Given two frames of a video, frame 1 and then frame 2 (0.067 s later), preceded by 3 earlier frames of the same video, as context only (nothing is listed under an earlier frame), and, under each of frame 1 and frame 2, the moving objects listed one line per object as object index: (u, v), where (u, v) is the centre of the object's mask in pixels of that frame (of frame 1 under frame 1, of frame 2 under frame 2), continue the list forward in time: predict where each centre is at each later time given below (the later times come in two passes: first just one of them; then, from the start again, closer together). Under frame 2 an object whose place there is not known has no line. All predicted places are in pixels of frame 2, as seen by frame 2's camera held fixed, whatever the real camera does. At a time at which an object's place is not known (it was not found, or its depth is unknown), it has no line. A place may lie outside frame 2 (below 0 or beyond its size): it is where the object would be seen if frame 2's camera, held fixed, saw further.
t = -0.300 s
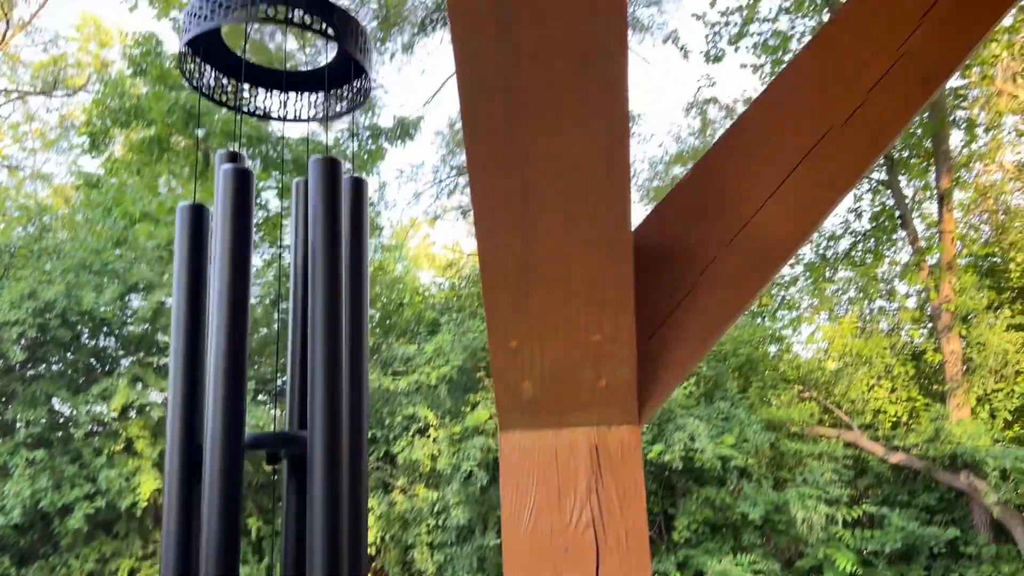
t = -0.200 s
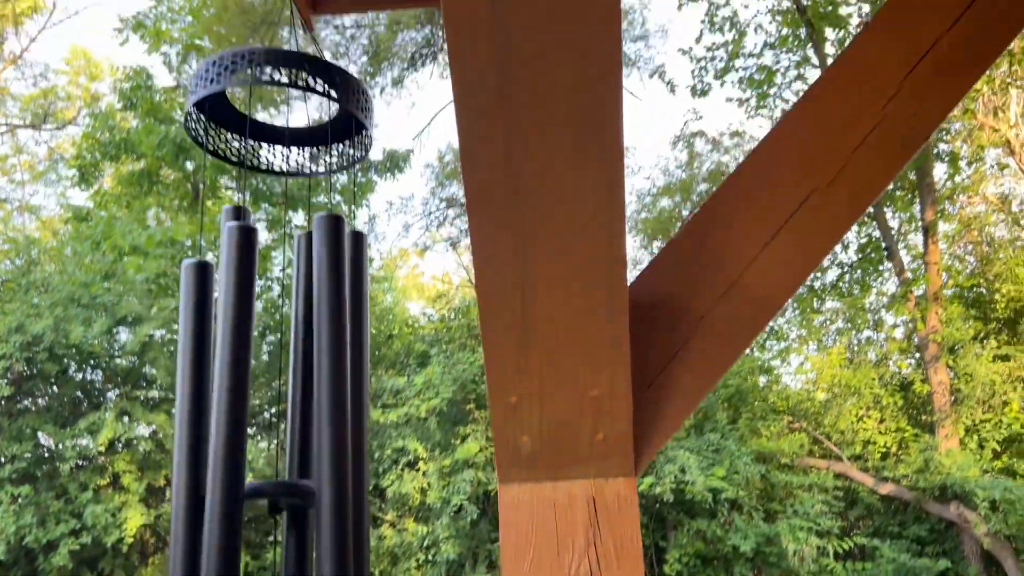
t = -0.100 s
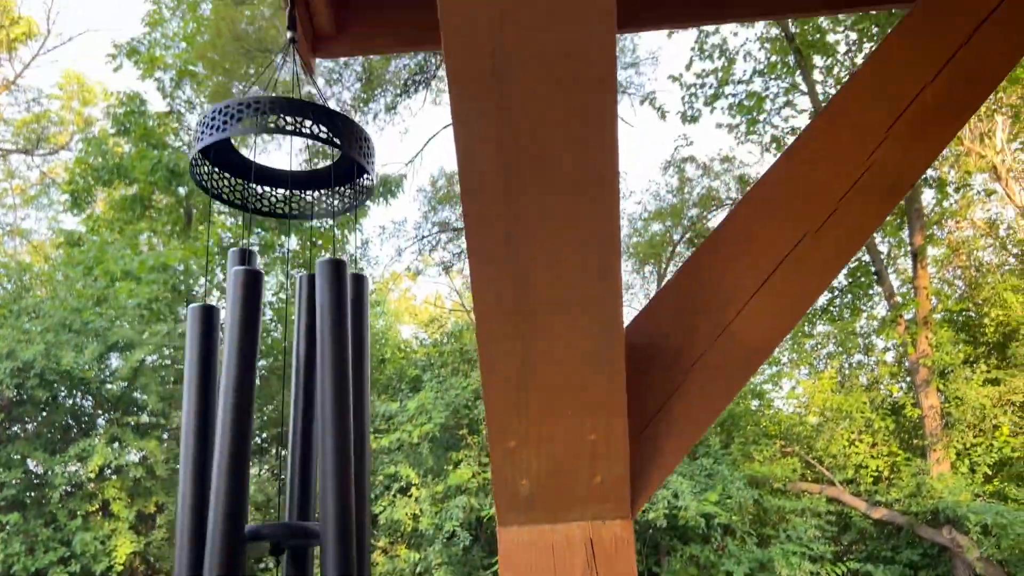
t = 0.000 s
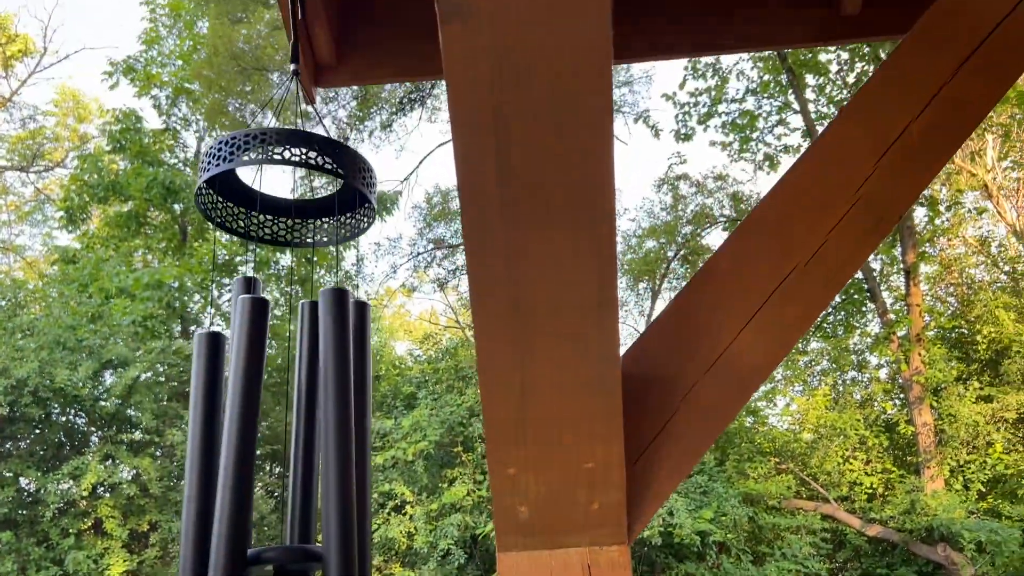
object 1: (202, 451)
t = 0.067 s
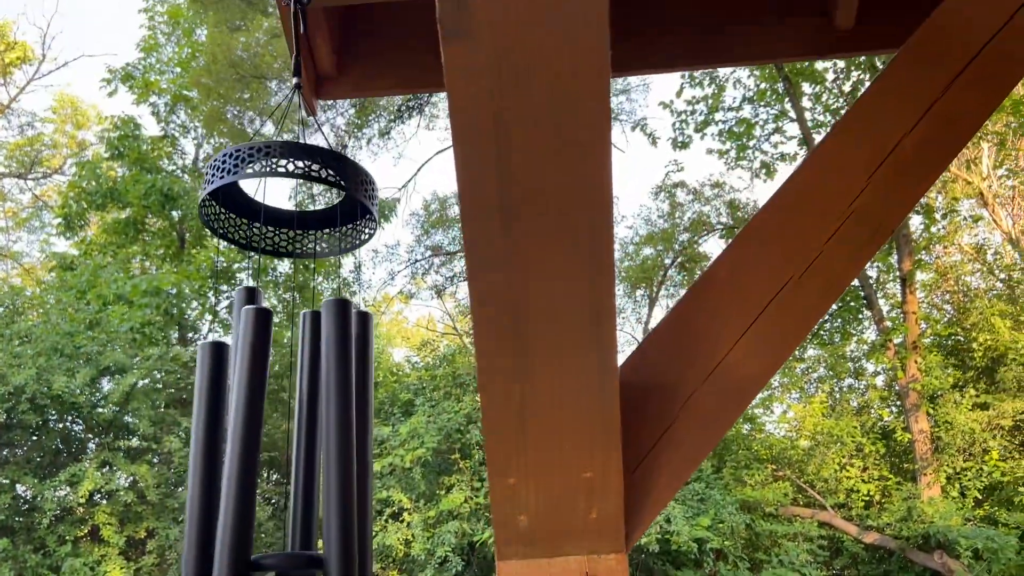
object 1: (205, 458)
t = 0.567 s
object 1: (217, 486)
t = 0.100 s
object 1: (207, 452)
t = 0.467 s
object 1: (216, 465)
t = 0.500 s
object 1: (215, 472)
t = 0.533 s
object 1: (216, 478)
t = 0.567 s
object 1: (217, 486)
